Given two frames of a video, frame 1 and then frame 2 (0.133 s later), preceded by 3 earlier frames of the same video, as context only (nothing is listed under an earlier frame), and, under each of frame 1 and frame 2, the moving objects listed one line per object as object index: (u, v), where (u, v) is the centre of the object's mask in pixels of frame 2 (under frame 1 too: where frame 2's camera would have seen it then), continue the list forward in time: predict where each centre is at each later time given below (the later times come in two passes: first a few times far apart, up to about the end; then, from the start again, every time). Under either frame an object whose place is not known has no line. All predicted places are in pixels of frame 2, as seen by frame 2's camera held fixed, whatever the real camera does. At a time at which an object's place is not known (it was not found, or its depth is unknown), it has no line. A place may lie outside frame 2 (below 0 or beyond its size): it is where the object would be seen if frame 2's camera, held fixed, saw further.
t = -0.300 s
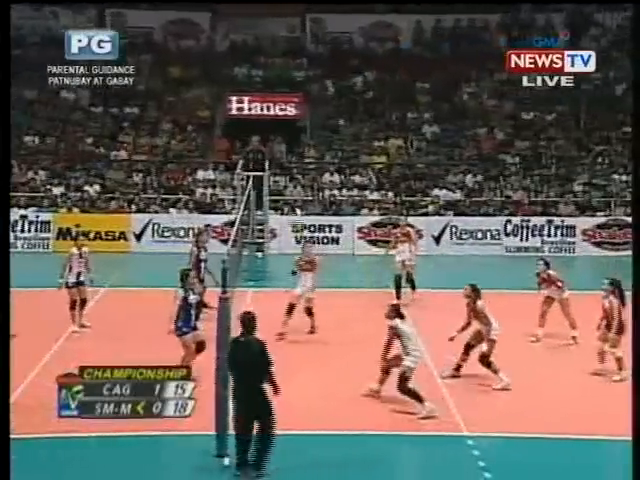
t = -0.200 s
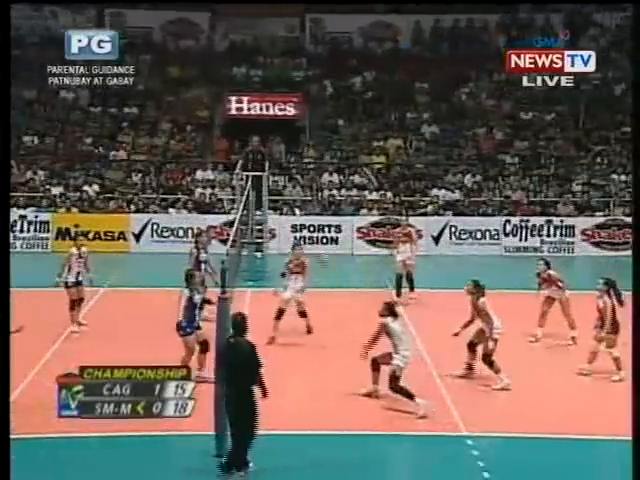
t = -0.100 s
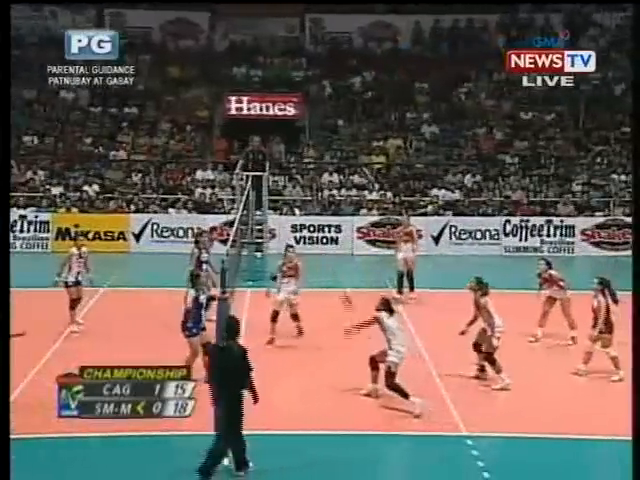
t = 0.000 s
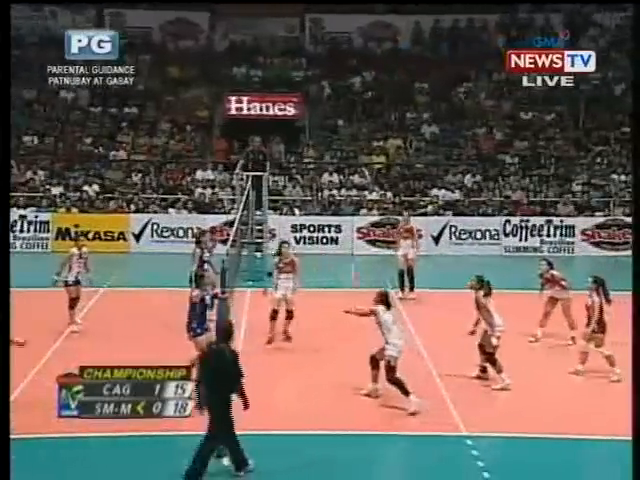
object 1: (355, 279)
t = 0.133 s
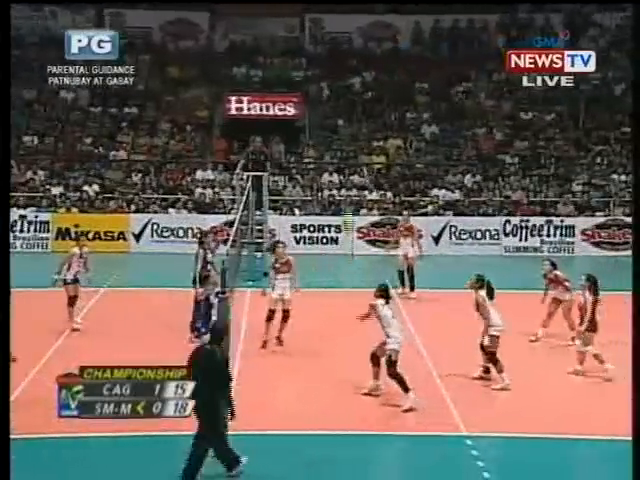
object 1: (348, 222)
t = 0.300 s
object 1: (342, 171)
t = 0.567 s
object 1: (332, 137)
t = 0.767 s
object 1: (326, 141)
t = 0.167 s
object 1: (346, 208)
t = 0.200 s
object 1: (346, 199)
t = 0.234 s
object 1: (344, 186)
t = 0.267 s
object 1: (344, 179)
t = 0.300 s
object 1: (342, 171)
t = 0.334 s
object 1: (341, 166)
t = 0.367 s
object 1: (339, 159)
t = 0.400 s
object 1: (338, 153)
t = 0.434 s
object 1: (337, 149)
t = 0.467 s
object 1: (336, 145)
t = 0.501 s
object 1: (335, 141)
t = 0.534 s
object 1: (334, 139)
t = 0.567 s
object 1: (332, 137)
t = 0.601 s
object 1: (331, 137)
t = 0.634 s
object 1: (330, 137)
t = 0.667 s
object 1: (329, 138)
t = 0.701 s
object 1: (328, 138)
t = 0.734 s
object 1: (327, 139)
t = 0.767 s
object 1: (326, 141)
